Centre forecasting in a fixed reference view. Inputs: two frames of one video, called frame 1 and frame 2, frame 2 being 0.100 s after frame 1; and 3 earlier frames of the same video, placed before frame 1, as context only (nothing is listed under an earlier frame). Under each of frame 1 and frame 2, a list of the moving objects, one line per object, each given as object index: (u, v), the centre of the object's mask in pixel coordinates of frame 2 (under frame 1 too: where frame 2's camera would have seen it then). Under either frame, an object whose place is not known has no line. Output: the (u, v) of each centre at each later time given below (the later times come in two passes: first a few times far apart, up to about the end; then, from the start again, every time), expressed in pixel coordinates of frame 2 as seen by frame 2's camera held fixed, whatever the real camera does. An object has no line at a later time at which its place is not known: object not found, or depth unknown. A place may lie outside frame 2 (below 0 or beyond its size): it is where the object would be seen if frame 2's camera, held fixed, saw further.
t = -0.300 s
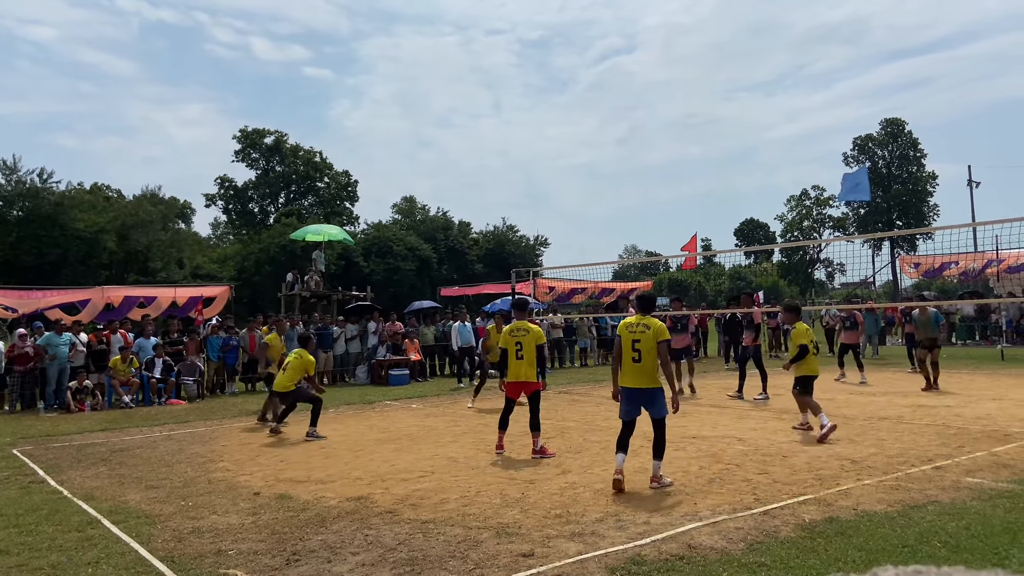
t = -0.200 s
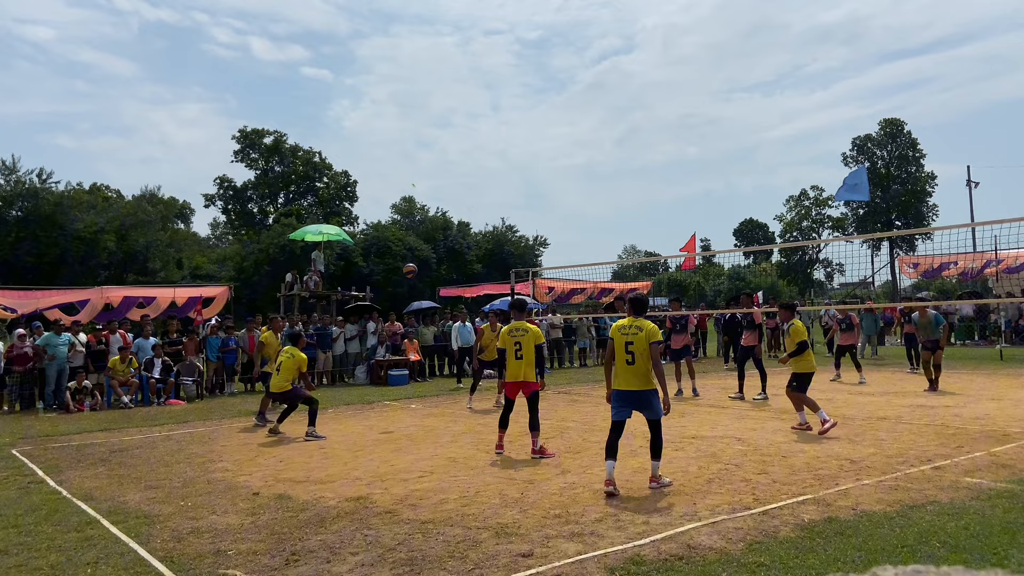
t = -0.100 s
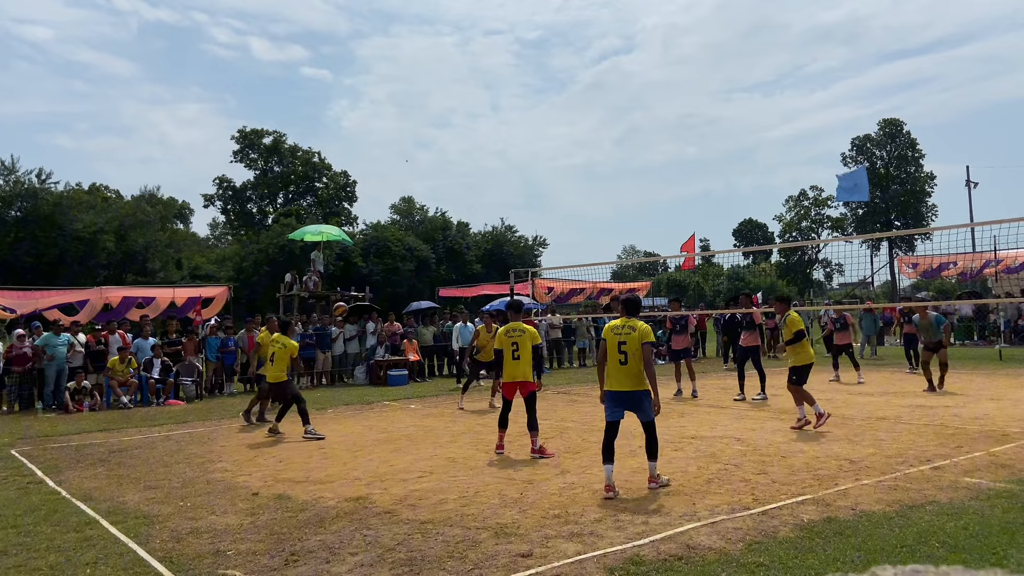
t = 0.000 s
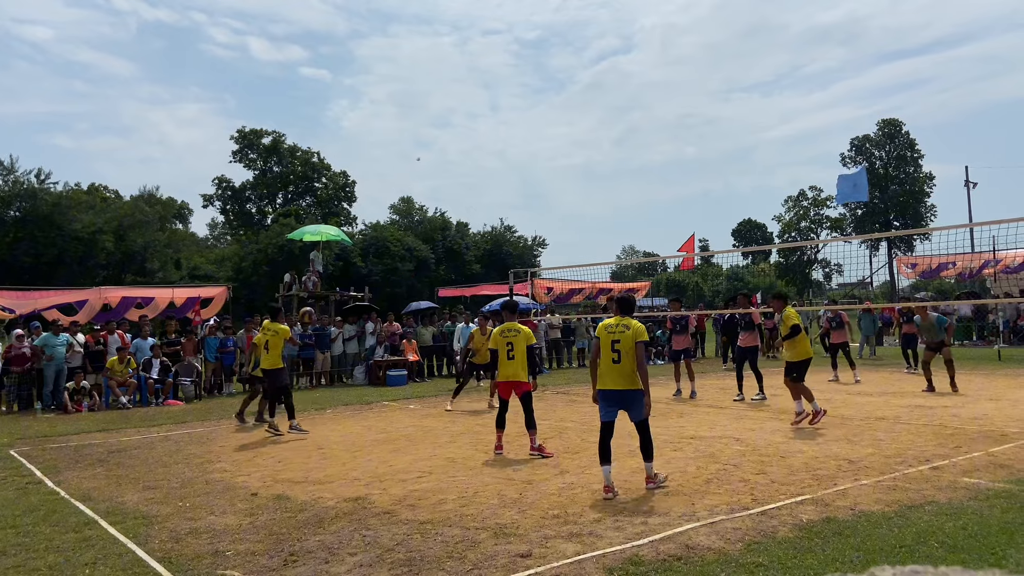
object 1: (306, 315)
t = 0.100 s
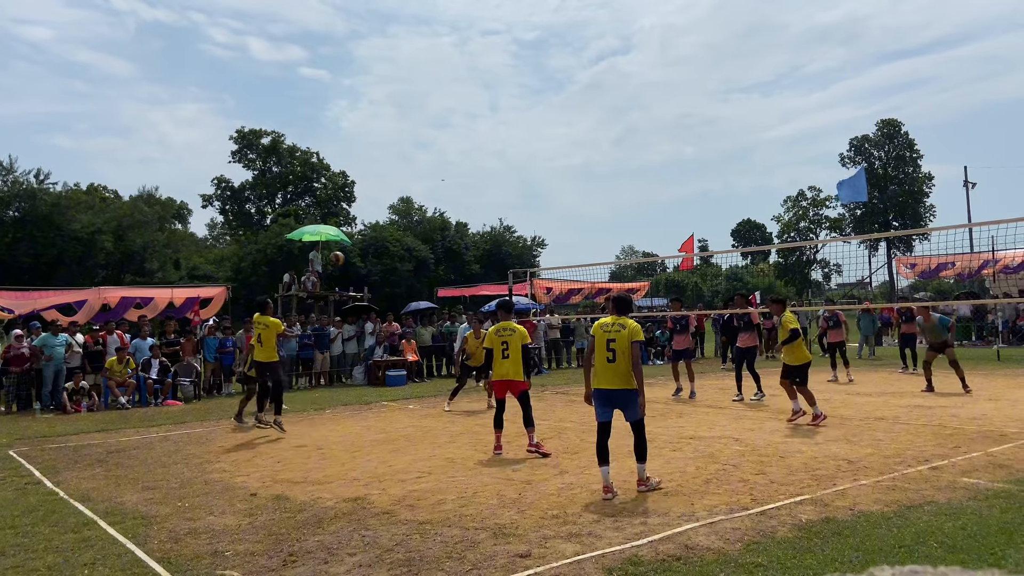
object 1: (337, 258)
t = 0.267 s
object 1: (384, 186)
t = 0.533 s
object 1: (453, 115)
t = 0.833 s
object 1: (522, 94)
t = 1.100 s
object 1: (578, 124)
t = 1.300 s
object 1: (618, 173)
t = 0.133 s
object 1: (348, 242)
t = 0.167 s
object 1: (356, 227)
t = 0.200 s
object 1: (366, 212)
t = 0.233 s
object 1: (375, 199)
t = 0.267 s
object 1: (384, 186)
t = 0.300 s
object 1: (393, 173)
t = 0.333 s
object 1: (402, 163)
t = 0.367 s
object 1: (411, 153)
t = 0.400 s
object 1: (420, 144)
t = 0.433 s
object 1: (428, 135)
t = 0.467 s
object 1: (437, 128)
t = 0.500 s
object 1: (445, 121)
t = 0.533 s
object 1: (453, 115)
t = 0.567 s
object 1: (462, 109)
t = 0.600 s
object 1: (470, 105)
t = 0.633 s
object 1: (477, 101)
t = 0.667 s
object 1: (485, 98)
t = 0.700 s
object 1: (493, 96)
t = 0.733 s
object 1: (500, 94)
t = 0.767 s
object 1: (508, 94)
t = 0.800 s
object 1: (515, 94)
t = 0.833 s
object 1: (522, 94)
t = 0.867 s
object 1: (530, 96)
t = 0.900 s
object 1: (537, 98)
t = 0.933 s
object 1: (544, 100)
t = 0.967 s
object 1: (551, 103)
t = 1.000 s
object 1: (558, 107)
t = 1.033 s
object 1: (565, 112)
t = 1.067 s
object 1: (572, 118)
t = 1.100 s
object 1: (578, 124)
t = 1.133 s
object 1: (585, 130)
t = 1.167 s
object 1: (592, 138)
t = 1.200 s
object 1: (599, 145)
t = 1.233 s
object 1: (605, 154)
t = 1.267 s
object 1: (612, 163)
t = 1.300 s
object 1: (618, 173)
